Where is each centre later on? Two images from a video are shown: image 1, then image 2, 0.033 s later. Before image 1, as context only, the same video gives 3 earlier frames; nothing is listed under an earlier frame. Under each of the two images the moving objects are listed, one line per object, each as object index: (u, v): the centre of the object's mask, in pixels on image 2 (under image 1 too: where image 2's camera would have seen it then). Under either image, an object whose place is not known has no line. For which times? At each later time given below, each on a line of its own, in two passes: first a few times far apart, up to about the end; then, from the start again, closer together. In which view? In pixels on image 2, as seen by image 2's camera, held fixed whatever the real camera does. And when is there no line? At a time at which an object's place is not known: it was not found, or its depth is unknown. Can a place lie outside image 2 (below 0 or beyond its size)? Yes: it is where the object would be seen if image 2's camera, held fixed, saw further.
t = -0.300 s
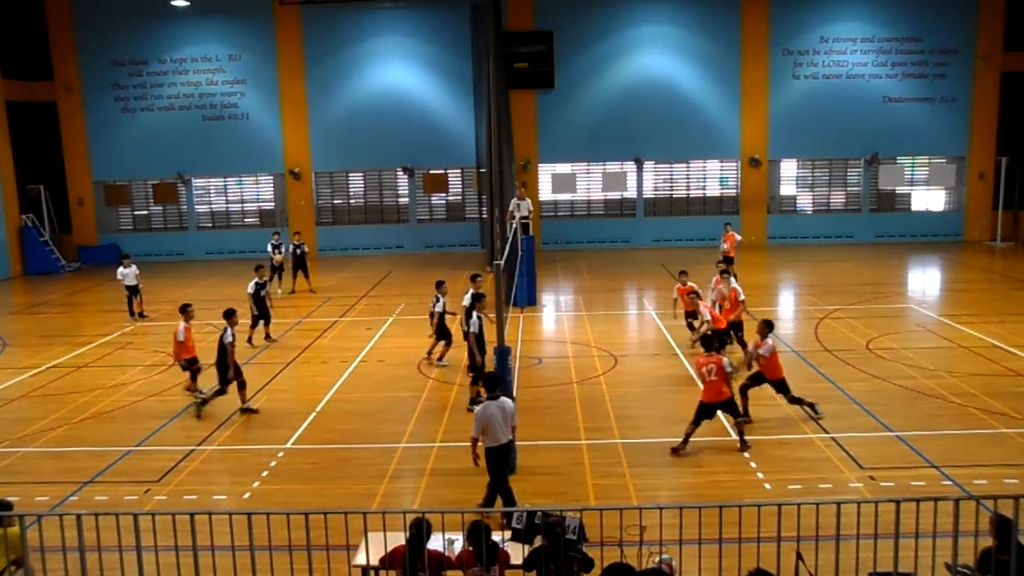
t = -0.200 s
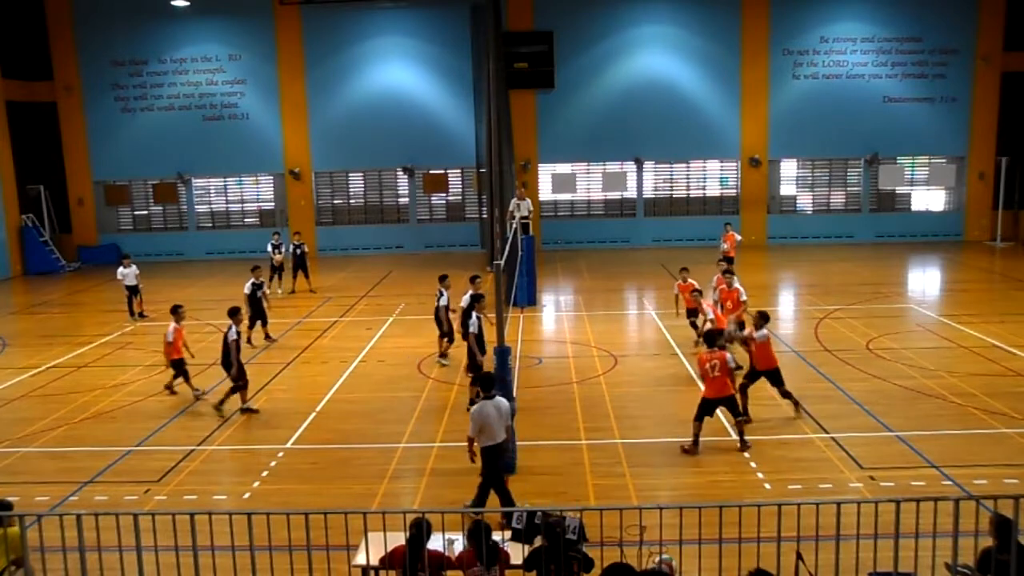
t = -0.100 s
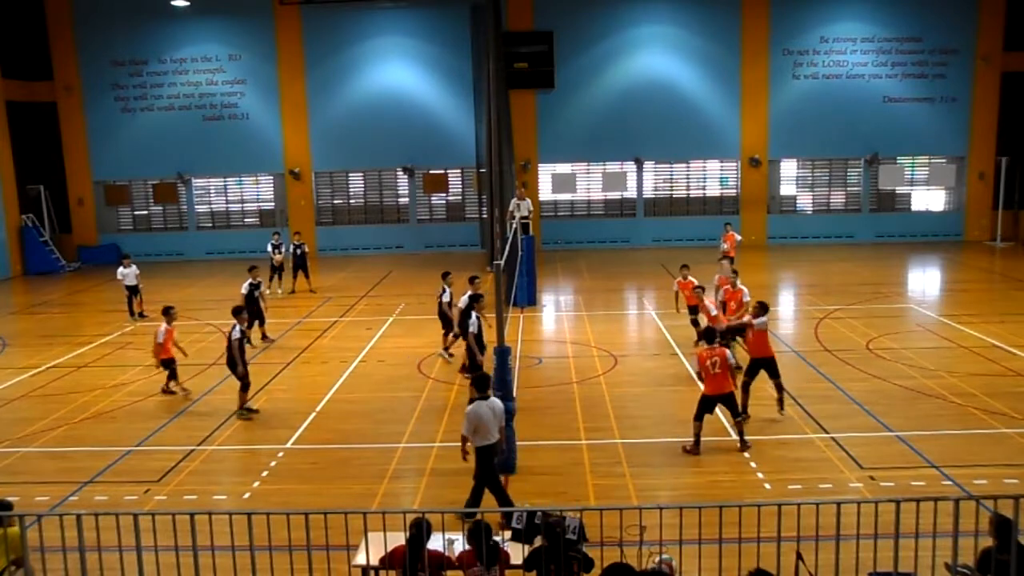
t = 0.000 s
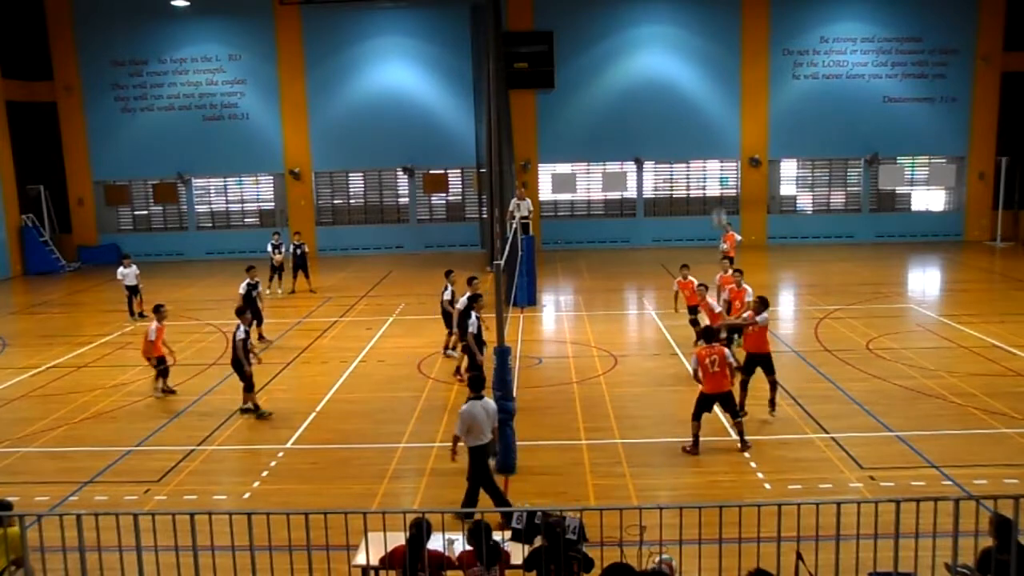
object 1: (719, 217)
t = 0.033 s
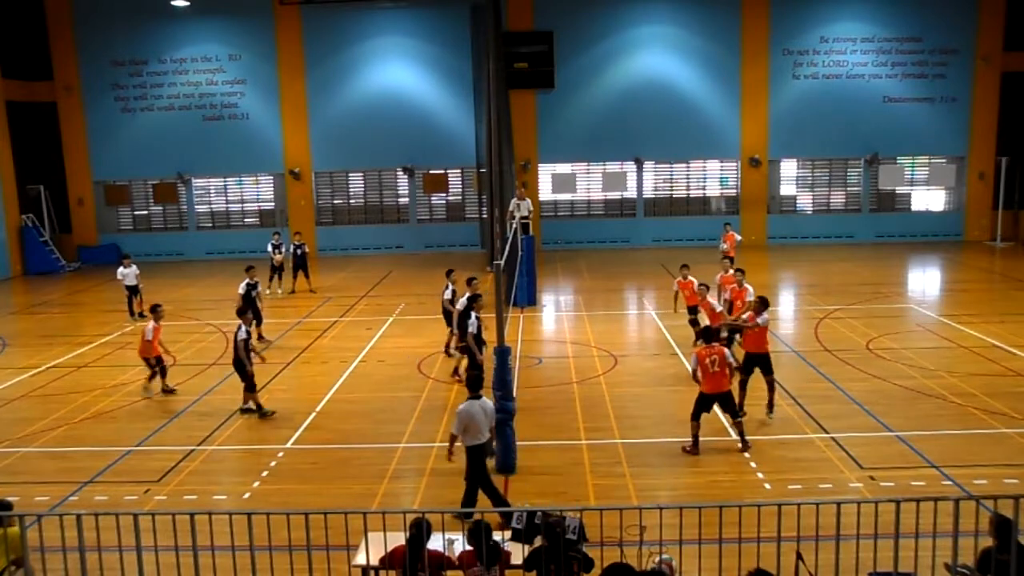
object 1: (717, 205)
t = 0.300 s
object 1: (700, 109)
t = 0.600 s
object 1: (683, 67)
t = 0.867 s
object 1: (669, 86)
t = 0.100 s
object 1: (712, 176)
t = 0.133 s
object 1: (711, 159)
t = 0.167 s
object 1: (709, 150)
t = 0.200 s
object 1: (707, 138)
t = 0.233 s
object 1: (705, 129)
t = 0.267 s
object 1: (702, 118)
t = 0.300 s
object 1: (700, 109)
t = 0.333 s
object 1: (698, 101)
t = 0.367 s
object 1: (697, 94)
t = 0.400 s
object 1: (695, 88)
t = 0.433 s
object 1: (693, 83)
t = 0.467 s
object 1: (690, 77)
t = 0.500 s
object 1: (689, 73)
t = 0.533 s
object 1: (687, 70)
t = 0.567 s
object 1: (685, 69)
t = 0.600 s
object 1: (683, 67)
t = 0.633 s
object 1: (681, 66)
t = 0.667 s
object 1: (680, 67)
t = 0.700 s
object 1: (678, 68)
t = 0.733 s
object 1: (675, 70)
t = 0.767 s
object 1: (673, 73)
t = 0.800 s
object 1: (672, 76)
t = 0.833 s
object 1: (670, 81)
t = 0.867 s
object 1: (669, 86)
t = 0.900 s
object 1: (666, 93)
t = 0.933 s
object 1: (664, 99)
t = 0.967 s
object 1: (662, 107)
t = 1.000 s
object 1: (660, 116)
